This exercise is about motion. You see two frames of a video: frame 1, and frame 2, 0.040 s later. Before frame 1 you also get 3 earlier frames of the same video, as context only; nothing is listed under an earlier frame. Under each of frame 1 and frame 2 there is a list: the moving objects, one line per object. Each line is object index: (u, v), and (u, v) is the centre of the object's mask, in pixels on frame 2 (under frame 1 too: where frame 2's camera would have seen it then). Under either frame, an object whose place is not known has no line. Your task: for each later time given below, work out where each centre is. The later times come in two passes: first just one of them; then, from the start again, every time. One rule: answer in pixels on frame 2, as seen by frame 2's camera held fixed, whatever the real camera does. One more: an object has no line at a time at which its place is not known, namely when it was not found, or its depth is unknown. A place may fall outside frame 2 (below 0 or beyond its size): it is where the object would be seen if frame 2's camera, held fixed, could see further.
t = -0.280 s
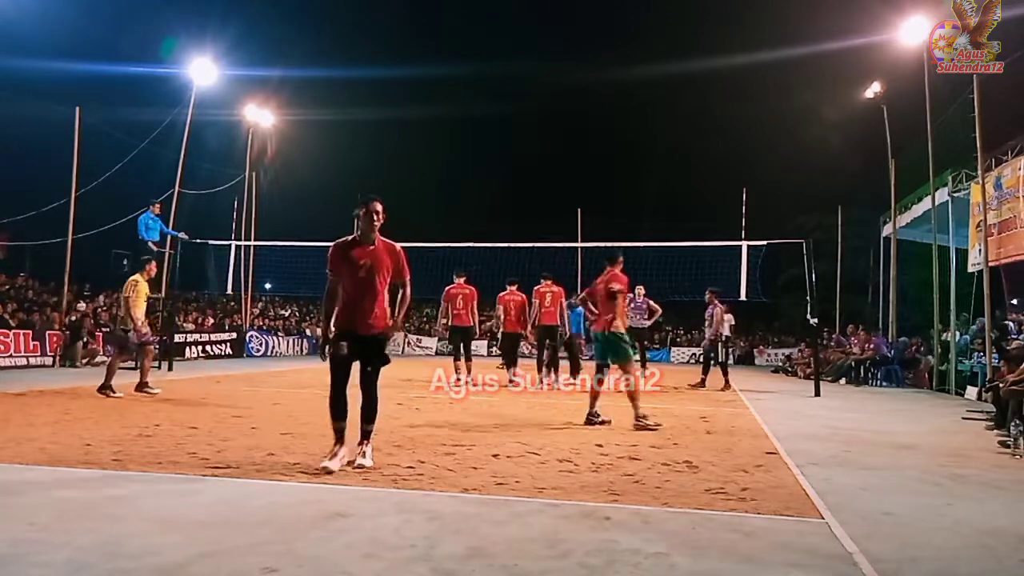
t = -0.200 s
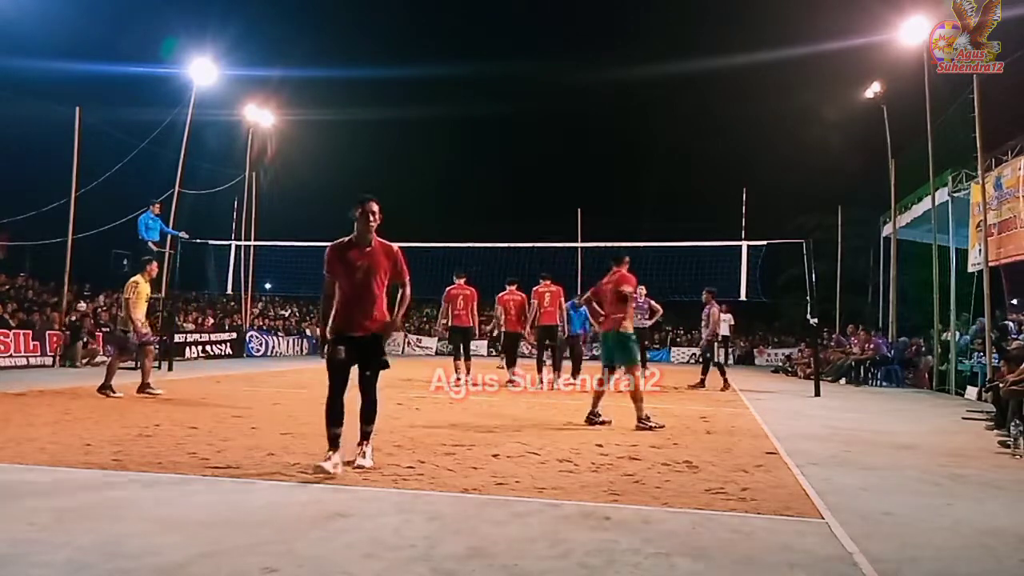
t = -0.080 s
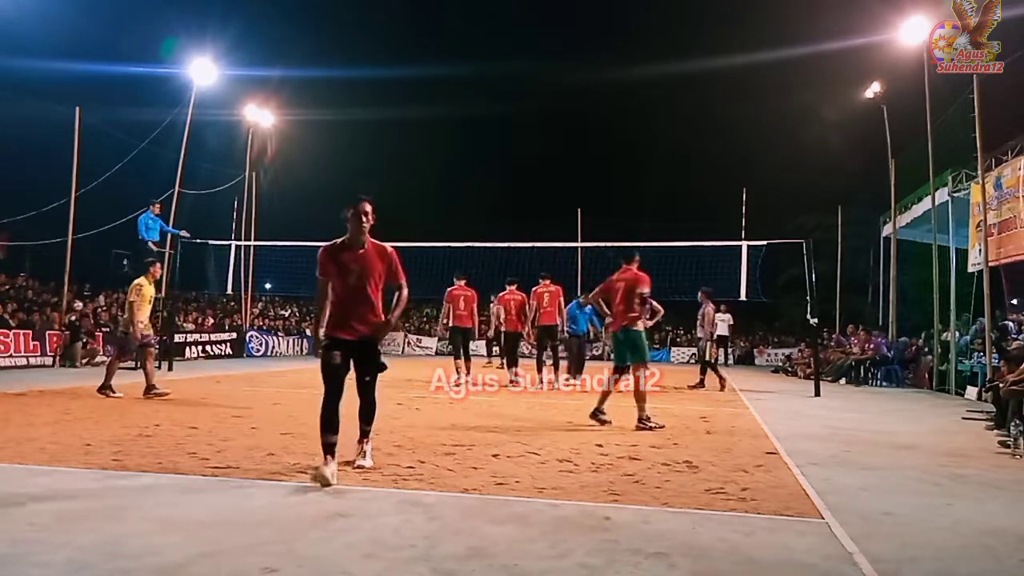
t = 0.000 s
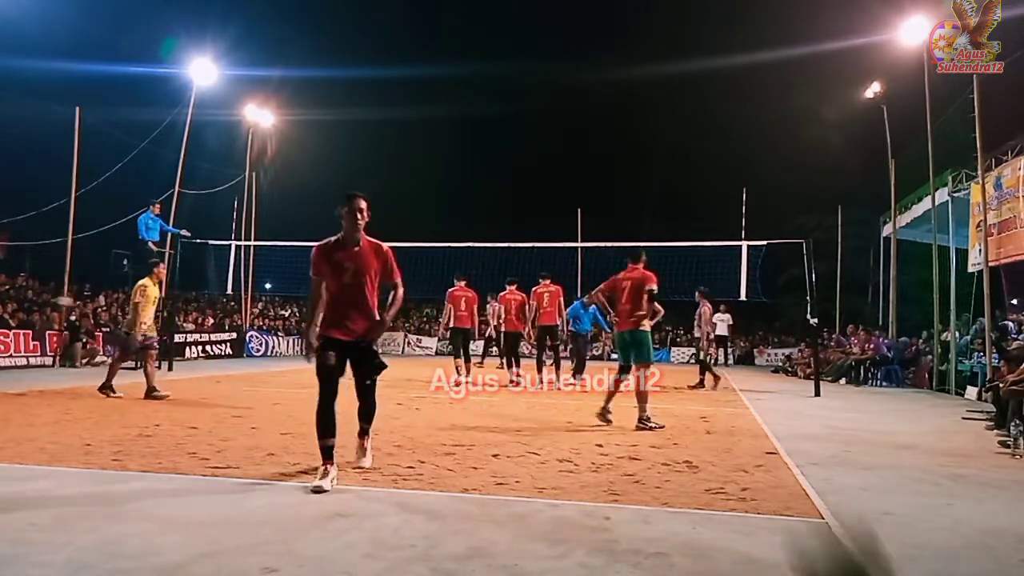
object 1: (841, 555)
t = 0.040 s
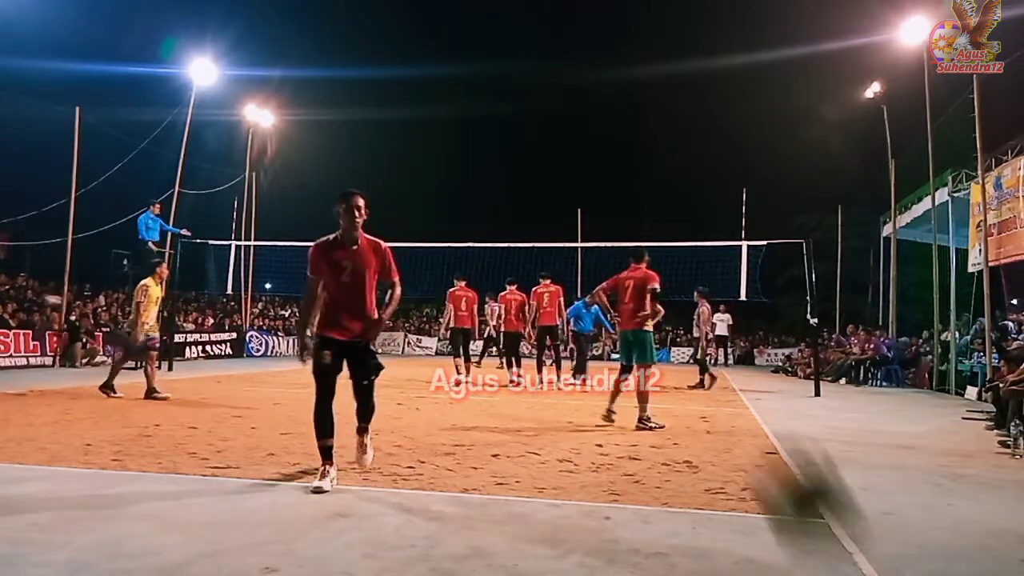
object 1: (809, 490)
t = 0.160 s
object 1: (690, 307)
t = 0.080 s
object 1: (768, 425)
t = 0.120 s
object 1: (729, 362)
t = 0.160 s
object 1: (690, 307)
